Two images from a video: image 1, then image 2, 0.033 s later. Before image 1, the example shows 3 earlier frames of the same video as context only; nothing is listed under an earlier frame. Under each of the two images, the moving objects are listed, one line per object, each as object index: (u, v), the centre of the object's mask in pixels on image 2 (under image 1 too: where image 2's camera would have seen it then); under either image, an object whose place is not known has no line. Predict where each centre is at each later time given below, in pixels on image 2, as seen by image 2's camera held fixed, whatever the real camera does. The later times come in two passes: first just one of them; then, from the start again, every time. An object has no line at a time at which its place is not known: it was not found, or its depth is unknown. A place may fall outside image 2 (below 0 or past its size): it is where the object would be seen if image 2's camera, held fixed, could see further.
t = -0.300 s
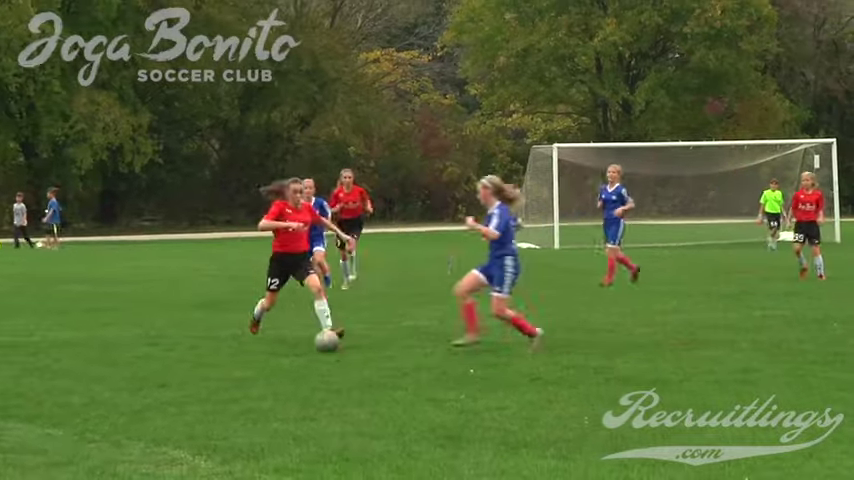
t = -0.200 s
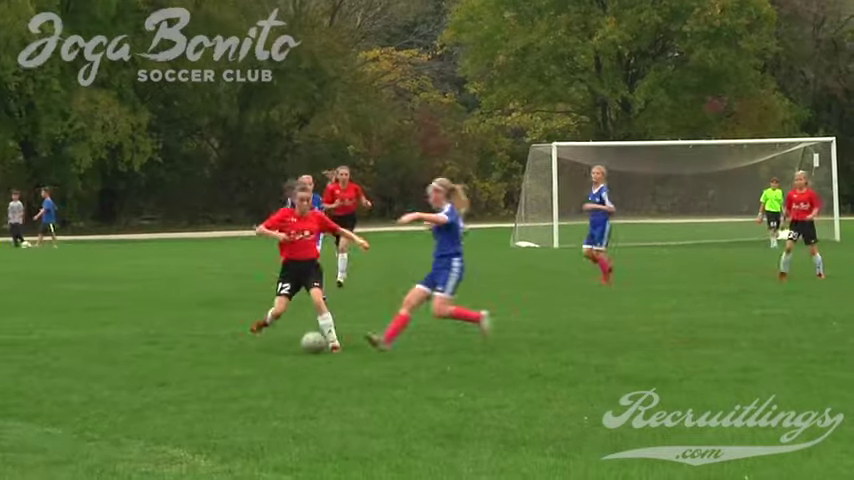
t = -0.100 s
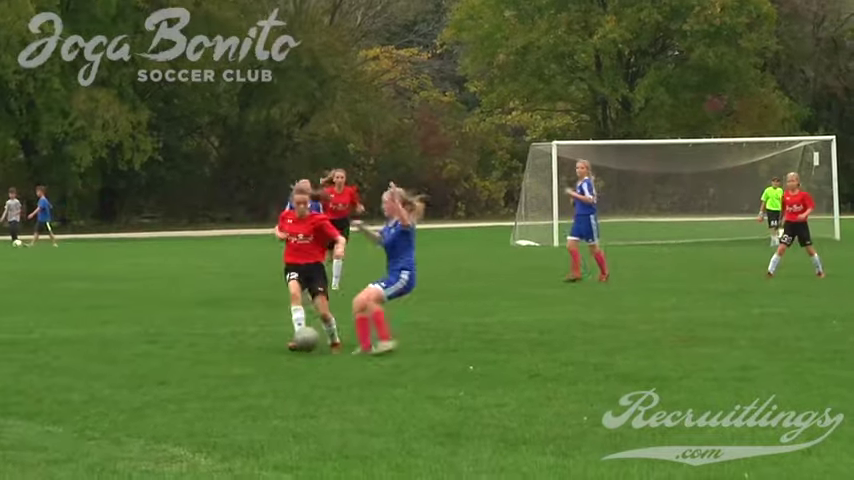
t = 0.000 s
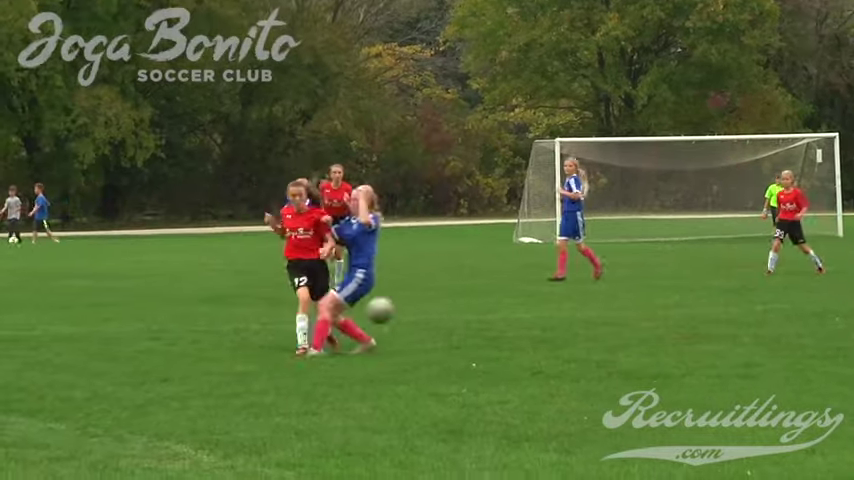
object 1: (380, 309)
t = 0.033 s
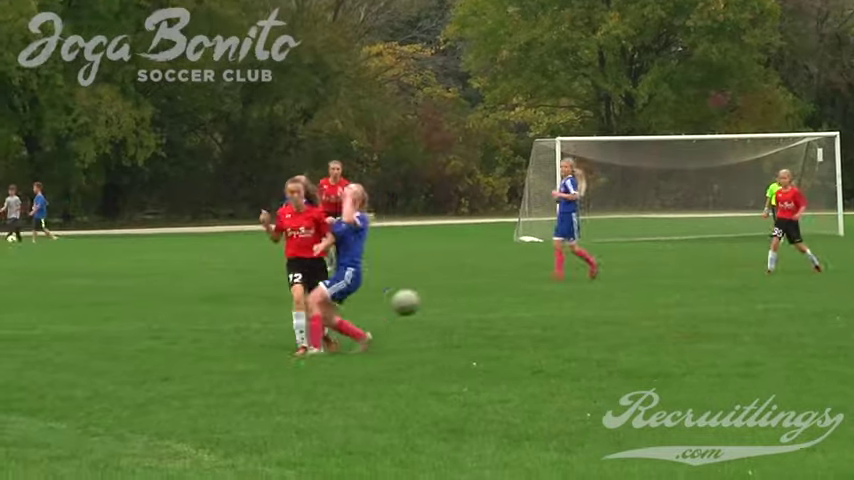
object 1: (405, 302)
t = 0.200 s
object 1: (541, 287)
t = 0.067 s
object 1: (431, 296)
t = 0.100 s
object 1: (458, 292)
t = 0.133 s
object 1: (486, 289)
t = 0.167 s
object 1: (513, 287)
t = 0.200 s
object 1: (541, 287)
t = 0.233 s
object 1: (569, 288)
